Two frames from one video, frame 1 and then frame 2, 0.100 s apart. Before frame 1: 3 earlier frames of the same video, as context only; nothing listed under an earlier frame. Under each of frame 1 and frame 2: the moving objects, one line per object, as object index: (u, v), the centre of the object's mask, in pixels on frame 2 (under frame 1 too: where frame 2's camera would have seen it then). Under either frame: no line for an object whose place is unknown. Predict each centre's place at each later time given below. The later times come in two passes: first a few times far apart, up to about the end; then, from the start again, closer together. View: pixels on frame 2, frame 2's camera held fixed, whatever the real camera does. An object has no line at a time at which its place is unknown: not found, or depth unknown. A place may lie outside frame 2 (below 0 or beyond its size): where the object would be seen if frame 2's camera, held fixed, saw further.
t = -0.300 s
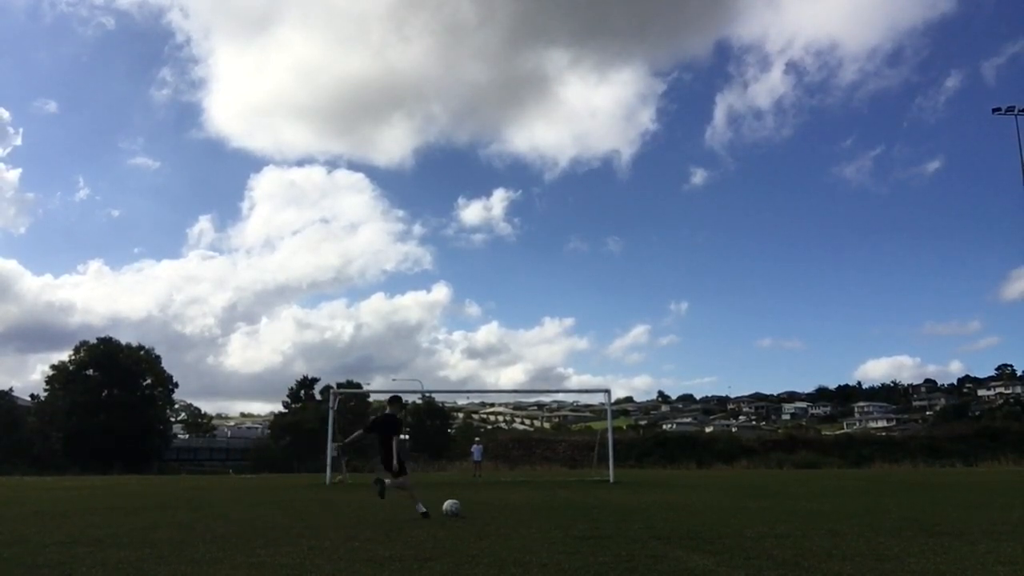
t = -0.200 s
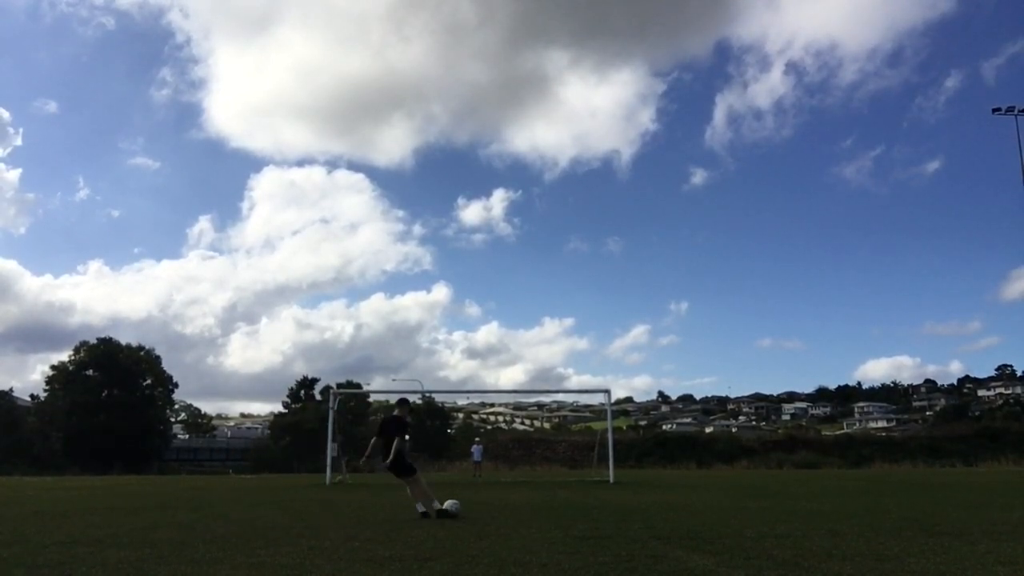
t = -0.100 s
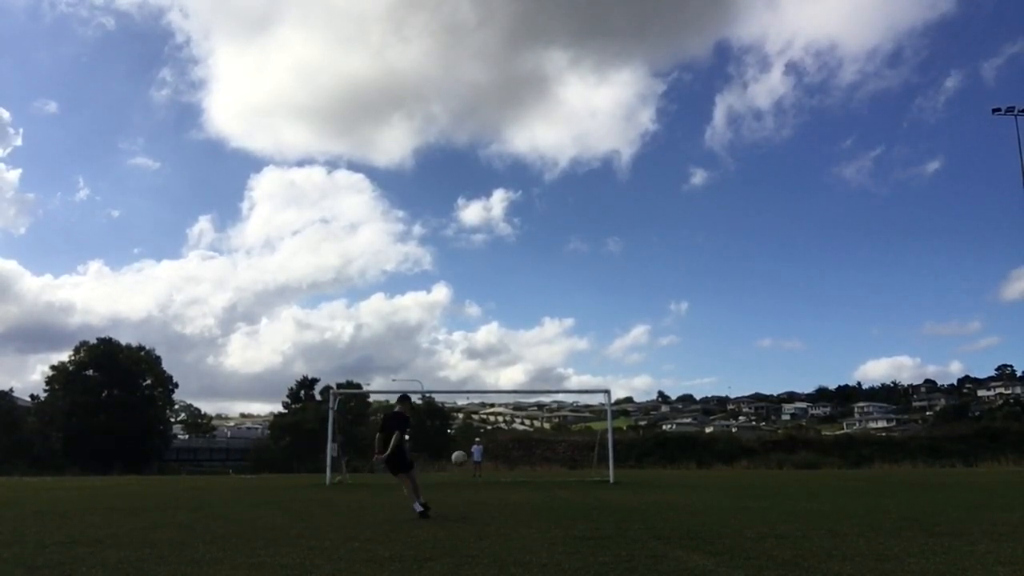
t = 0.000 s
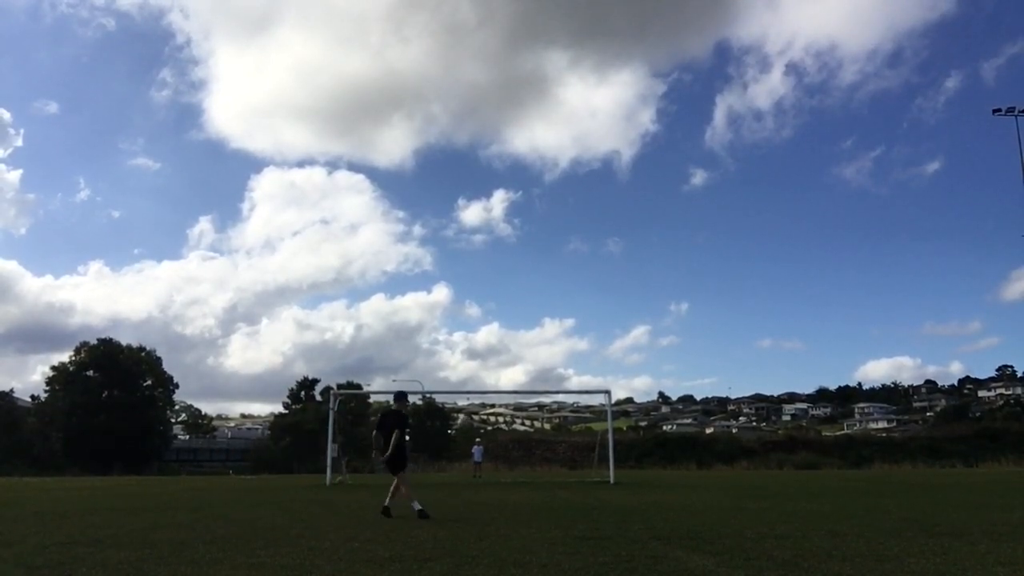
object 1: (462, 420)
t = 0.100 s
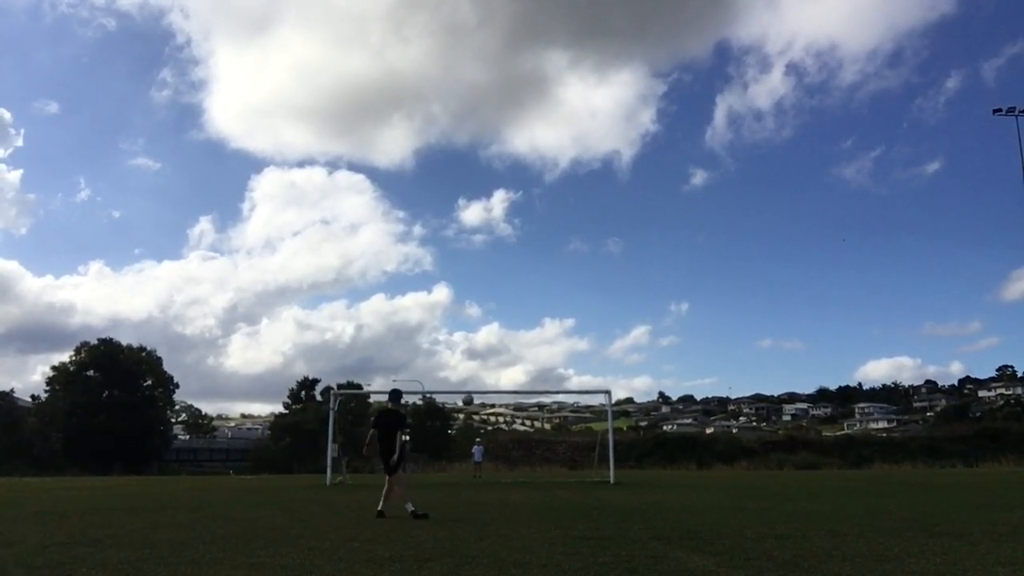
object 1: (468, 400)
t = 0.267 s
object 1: (469, 380)
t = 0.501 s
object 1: (469, 380)
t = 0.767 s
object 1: (468, 361)
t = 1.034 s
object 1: (459, 306)
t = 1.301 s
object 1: (445, 268)
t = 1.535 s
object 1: (428, 254)
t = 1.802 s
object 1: (401, 262)
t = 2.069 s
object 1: (363, 308)
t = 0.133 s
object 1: (468, 394)
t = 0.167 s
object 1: (469, 390)
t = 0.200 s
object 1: (469, 386)
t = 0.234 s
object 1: (469, 383)
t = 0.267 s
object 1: (469, 380)
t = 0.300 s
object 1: (469, 377)
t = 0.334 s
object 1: (469, 377)
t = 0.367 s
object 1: (469, 377)
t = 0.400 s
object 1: (469, 377)
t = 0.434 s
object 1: (469, 377)
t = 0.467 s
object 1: (469, 378)
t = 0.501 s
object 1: (469, 380)
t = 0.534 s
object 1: (469, 382)
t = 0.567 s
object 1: (469, 383)
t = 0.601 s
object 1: (469, 386)
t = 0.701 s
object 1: (468, 378)
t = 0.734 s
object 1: (468, 369)
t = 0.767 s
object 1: (468, 361)
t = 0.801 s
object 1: (467, 353)
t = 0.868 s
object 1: (465, 339)
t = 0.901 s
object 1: (464, 332)
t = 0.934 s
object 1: (463, 325)
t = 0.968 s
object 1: (462, 318)
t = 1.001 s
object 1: (461, 312)
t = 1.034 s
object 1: (459, 306)
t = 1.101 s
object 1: (456, 295)
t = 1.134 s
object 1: (455, 290)
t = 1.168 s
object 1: (453, 284)
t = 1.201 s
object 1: (451, 280)
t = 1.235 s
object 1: (449, 276)
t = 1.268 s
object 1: (448, 272)
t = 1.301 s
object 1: (445, 268)
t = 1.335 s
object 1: (443, 265)
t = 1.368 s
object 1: (441, 262)
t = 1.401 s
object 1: (439, 260)
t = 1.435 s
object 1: (436, 257)
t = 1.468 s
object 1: (433, 256)
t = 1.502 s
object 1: (431, 254)
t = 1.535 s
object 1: (428, 254)
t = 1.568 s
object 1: (425, 253)
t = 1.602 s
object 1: (422, 253)
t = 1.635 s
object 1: (419, 253)
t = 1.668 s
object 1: (416, 254)
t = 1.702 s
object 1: (413, 255)
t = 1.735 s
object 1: (409, 257)
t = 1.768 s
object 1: (405, 259)
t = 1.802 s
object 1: (401, 262)
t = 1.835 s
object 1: (397, 266)
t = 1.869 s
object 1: (393, 270)
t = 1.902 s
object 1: (388, 275)
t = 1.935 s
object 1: (384, 280)
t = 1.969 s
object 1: (379, 286)
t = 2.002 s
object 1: (374, 292)
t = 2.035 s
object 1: (369, 299)
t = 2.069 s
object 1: (363, 308)
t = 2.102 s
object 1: (358, 316)
